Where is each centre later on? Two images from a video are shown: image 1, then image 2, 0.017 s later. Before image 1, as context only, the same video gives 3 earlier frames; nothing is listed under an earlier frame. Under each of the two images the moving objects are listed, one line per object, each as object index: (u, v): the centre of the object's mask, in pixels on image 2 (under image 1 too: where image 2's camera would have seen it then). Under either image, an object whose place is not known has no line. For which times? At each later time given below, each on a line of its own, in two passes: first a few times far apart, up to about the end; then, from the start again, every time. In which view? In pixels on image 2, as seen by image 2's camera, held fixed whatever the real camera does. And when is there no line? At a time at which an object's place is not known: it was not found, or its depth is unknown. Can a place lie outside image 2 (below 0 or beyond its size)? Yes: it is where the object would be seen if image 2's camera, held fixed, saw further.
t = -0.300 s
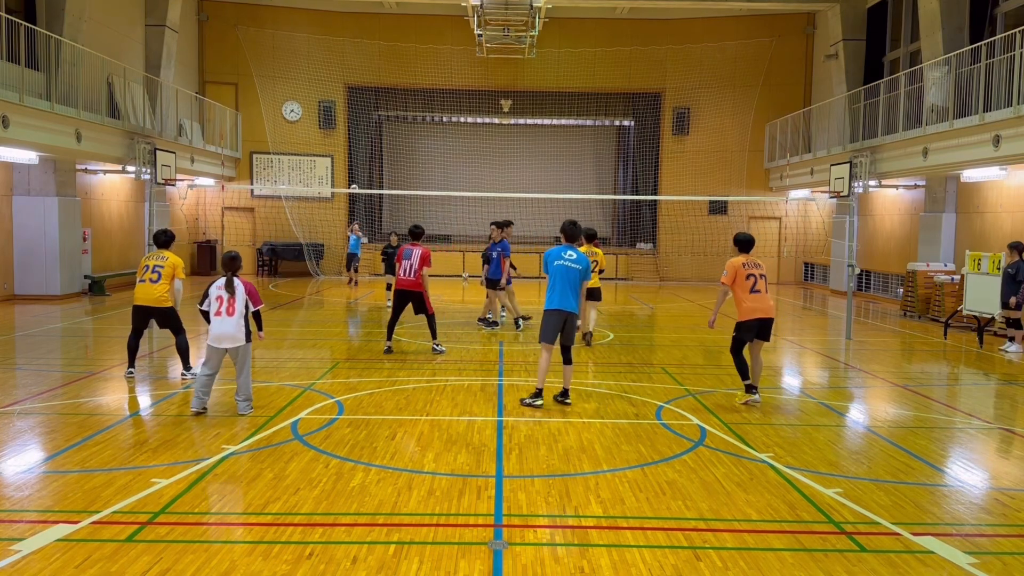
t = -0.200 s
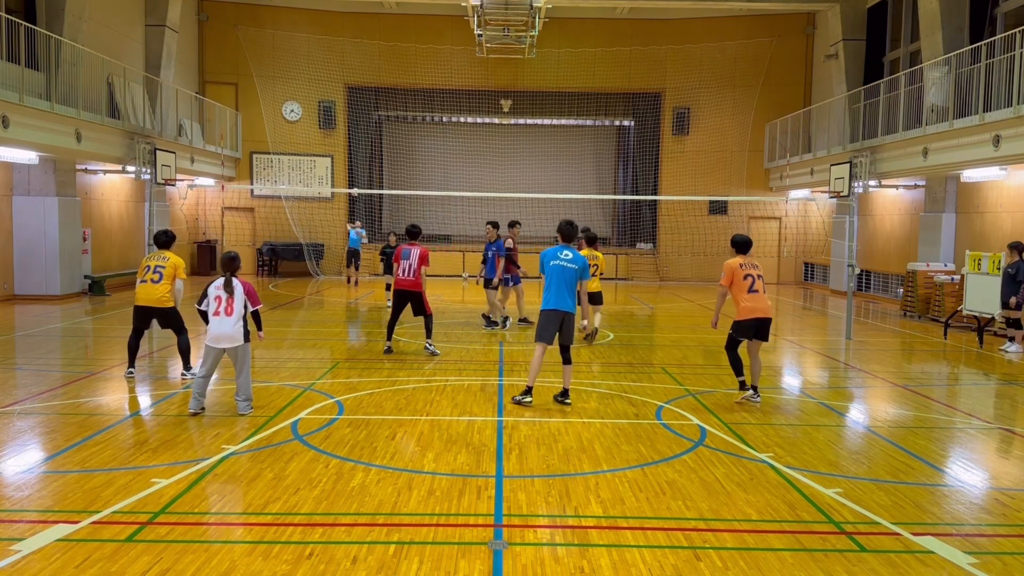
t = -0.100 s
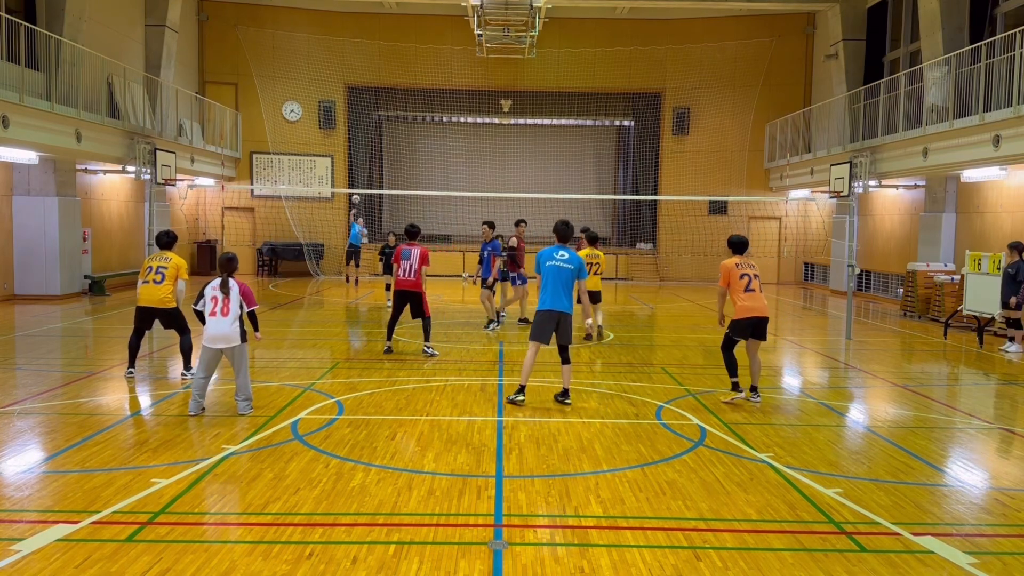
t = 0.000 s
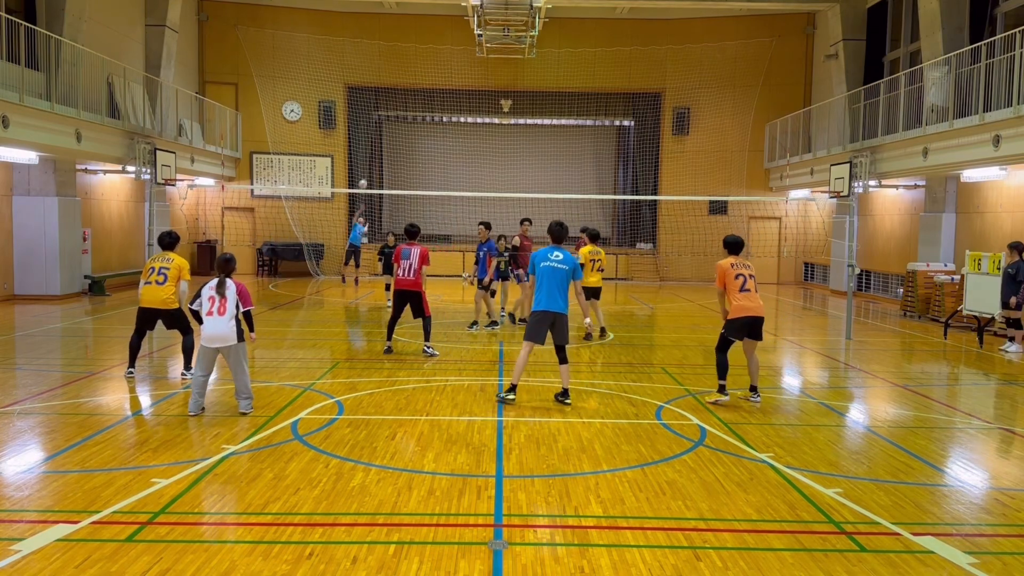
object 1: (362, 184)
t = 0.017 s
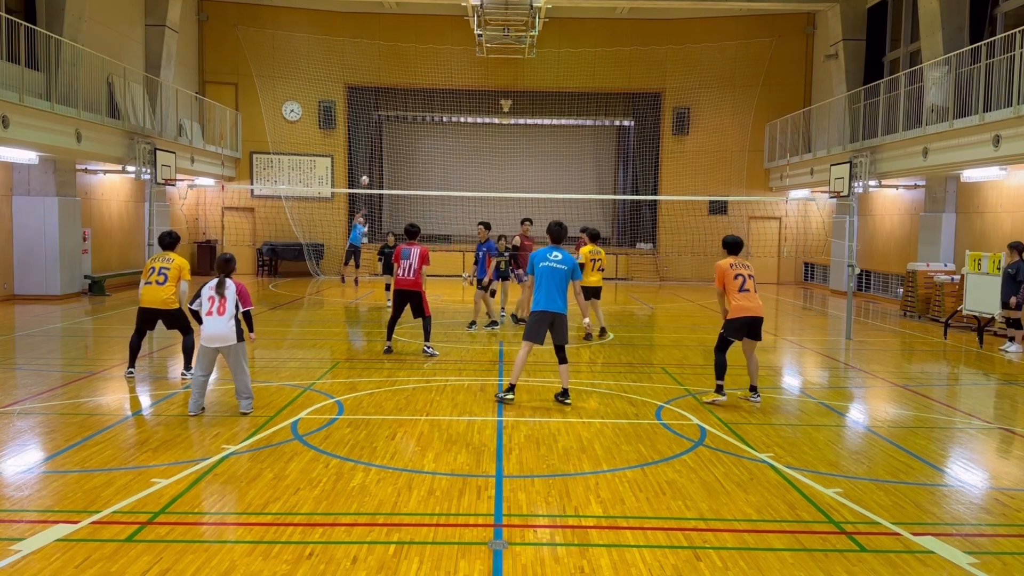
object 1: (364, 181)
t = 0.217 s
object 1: (387, 136)
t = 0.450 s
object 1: (418, 91)
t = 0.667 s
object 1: (454, 64)
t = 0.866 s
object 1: (502, 62)
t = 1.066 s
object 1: (563, 90)
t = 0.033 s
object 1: (366, 176)
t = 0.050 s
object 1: (368, 173)
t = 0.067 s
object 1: (369, 169)
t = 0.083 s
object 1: (371, 165)
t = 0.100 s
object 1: (373, 161)
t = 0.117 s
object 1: (375, 158)
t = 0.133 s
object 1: (377, 154)
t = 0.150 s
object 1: (379, 151)
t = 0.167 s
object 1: (381, 147)
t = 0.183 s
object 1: (383, 143)
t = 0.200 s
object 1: (385, 140)
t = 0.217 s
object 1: (387, 136)
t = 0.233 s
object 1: (389, 132)
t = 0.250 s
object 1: (391, 129)
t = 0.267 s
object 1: (393, 126)
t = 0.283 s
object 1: (396, 122)
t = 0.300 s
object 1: (397, 118)
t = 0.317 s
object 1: (400, 115)
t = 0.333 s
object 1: (402, 112)
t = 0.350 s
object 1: (404, 108)
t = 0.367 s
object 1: (407, 105)
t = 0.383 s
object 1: (409, 102)
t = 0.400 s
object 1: (411, 99)
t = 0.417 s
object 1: (413, 96)
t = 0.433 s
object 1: (416, 93)
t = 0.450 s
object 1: (418, 91)
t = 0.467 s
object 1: (420, 88)
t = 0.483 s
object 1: (423, 85)
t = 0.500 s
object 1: (425, 82)
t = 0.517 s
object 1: (427, 80)
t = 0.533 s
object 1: (430, 77)
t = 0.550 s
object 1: (433, 75)
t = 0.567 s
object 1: (435, 74)
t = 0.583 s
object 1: (439, 72)
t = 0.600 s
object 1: (442, 70)
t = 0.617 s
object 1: (444, 68)
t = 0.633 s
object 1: (448, 67)
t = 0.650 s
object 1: (451, 65)
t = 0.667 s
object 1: (454, 64)
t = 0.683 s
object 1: (458, 63)
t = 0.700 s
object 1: (461, 62)
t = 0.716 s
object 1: (464, 62)
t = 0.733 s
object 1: (468, 61)
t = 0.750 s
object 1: (472, 60)
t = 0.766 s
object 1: (476, 60)
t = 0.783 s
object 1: (480, 60)
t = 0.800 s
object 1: (484, 60)
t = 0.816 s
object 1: (488, 60)
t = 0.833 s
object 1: (493, 61)
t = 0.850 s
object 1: (498, 61)
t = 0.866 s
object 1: (502, 62)
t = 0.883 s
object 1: (507, 63)
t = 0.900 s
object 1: (512, 64)
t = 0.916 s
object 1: (517, 65)
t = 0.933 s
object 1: (522, 67)
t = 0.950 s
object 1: (527, 69)
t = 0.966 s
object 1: (532, 71)
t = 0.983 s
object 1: (537, 73)
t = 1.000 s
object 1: (542, 76)
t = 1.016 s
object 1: (547, 79)
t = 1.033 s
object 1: (552, 82)
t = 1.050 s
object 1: (558, 86)
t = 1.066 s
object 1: (563, 90)
